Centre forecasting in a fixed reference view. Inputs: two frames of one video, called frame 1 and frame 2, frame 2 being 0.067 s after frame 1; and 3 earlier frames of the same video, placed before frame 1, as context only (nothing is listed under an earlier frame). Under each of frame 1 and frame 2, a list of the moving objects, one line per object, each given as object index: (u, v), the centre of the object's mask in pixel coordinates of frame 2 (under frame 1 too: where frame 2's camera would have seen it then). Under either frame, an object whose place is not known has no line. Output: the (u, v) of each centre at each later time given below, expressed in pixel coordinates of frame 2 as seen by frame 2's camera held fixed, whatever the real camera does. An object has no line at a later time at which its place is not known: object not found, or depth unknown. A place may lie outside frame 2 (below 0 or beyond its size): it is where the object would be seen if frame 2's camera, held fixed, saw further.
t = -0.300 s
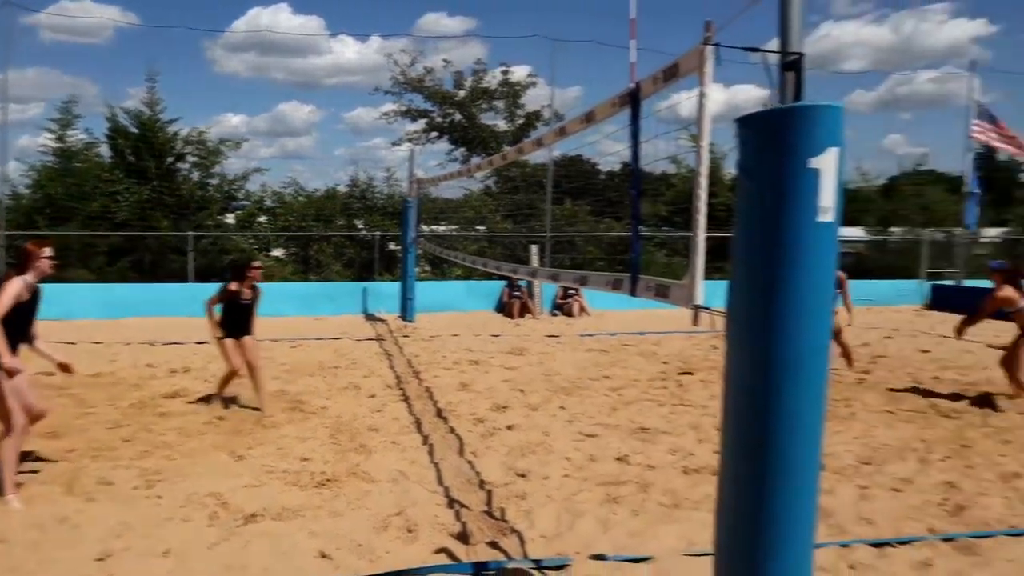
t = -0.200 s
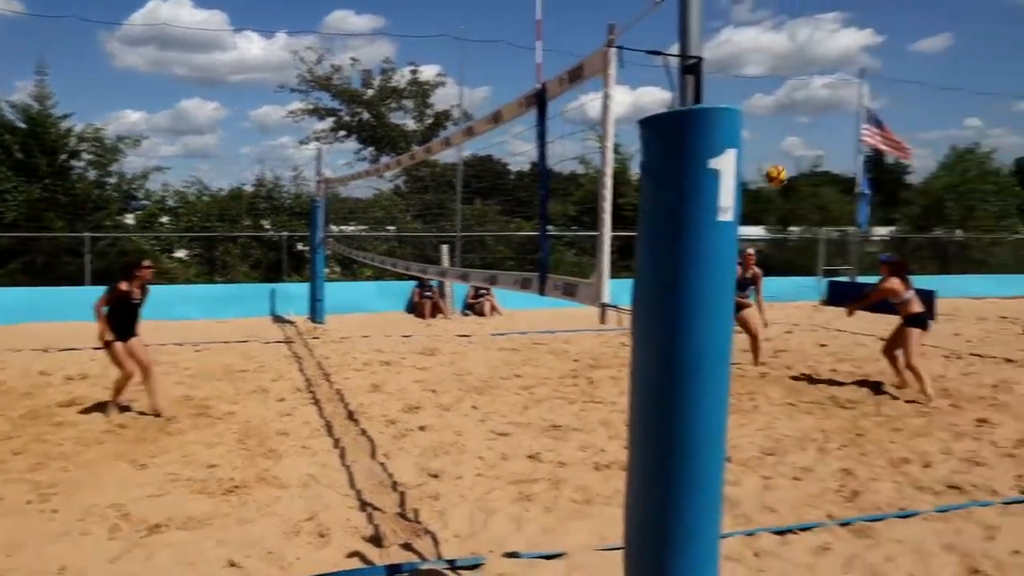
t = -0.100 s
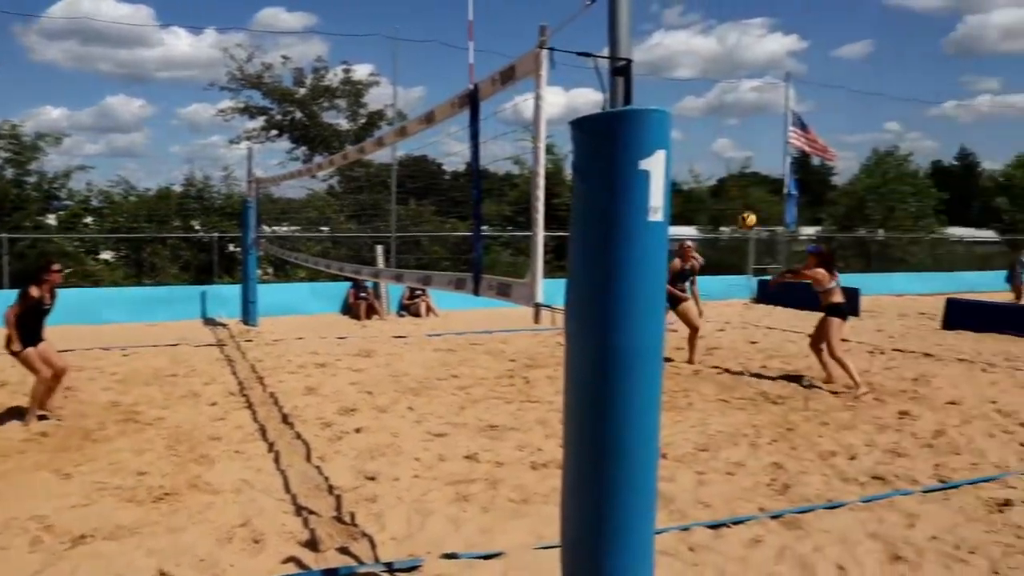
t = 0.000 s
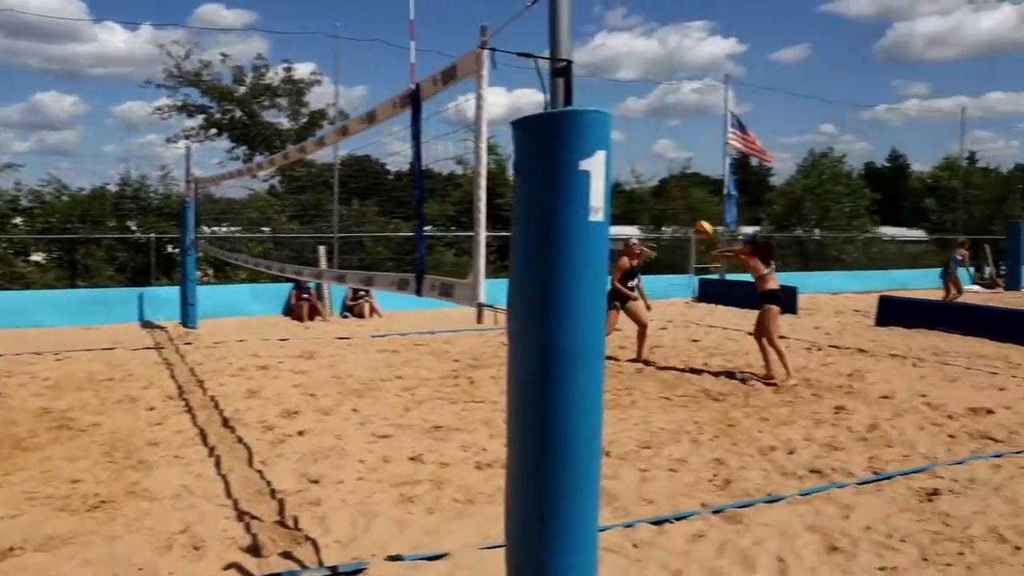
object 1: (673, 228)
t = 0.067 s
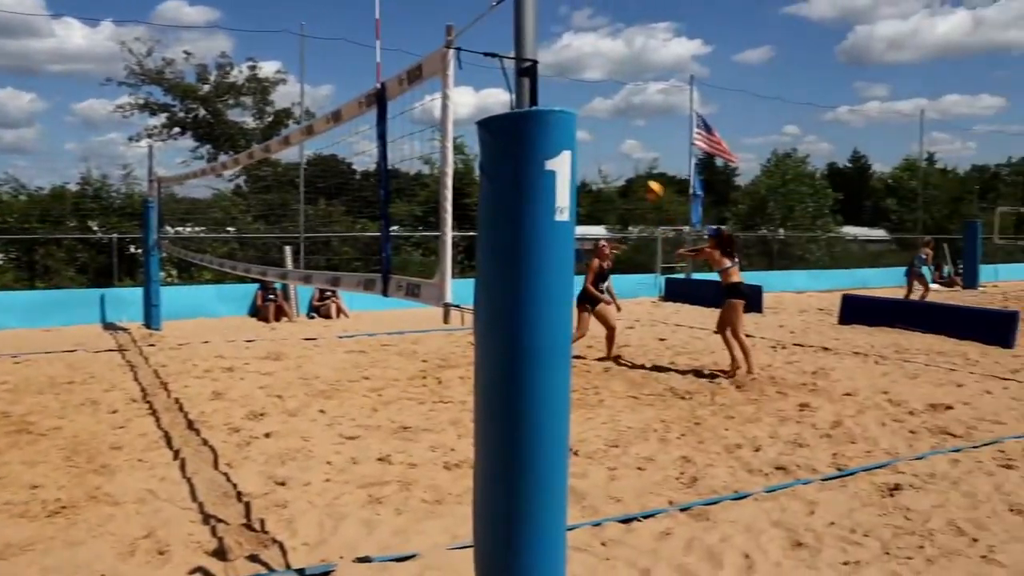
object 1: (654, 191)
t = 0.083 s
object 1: (648, 181)
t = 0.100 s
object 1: (643, 172)
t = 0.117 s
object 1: (639, 163)
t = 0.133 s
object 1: (633, 155)
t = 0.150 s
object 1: (629, 146)
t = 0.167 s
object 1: (624, 138)
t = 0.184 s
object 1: (621, 131)
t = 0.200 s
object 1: (616, 124)
